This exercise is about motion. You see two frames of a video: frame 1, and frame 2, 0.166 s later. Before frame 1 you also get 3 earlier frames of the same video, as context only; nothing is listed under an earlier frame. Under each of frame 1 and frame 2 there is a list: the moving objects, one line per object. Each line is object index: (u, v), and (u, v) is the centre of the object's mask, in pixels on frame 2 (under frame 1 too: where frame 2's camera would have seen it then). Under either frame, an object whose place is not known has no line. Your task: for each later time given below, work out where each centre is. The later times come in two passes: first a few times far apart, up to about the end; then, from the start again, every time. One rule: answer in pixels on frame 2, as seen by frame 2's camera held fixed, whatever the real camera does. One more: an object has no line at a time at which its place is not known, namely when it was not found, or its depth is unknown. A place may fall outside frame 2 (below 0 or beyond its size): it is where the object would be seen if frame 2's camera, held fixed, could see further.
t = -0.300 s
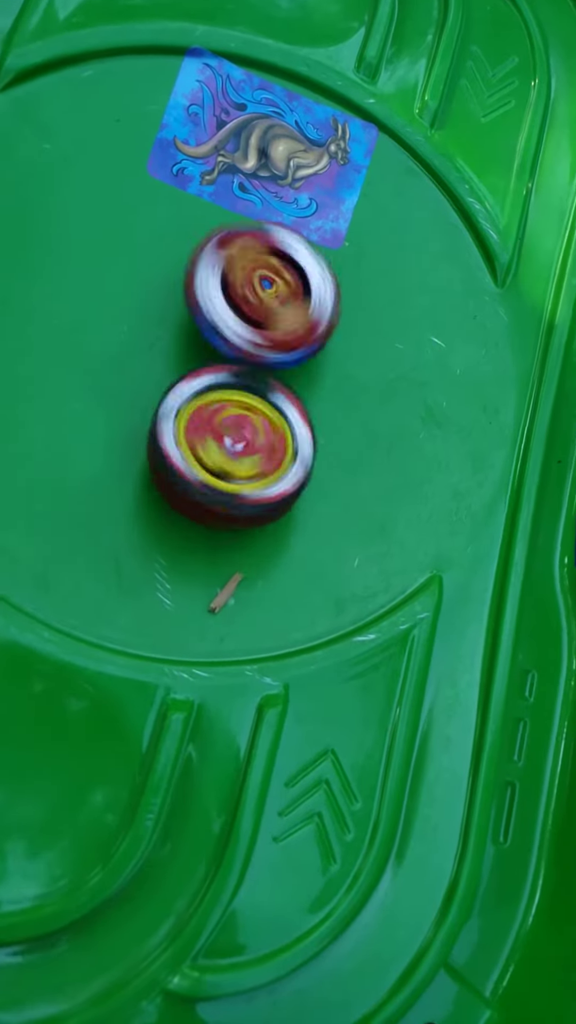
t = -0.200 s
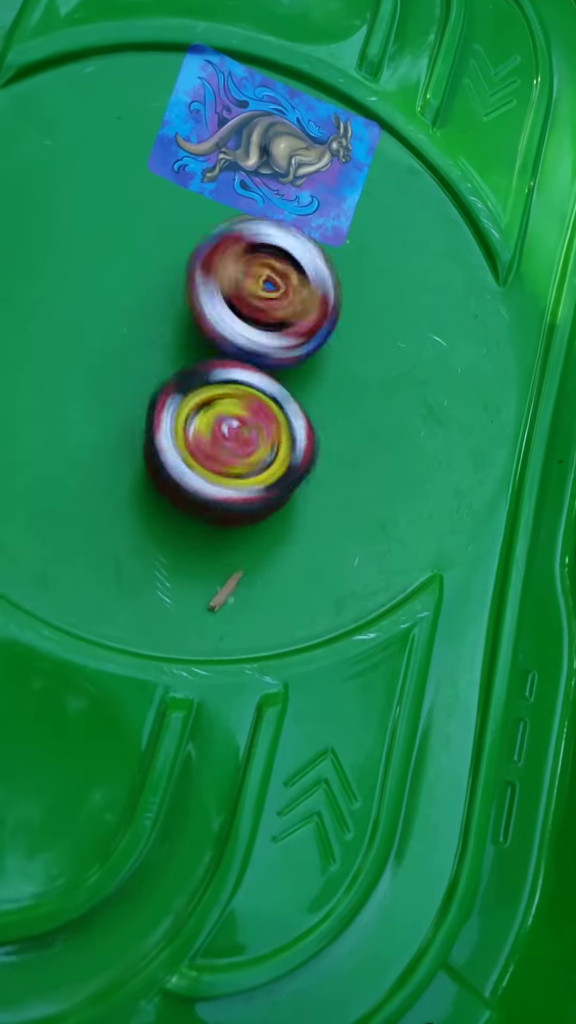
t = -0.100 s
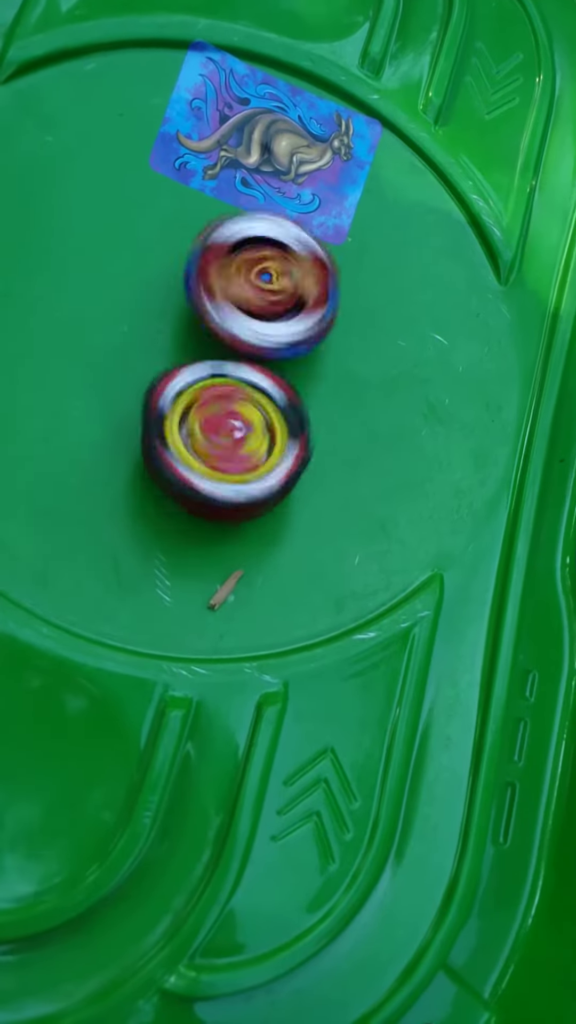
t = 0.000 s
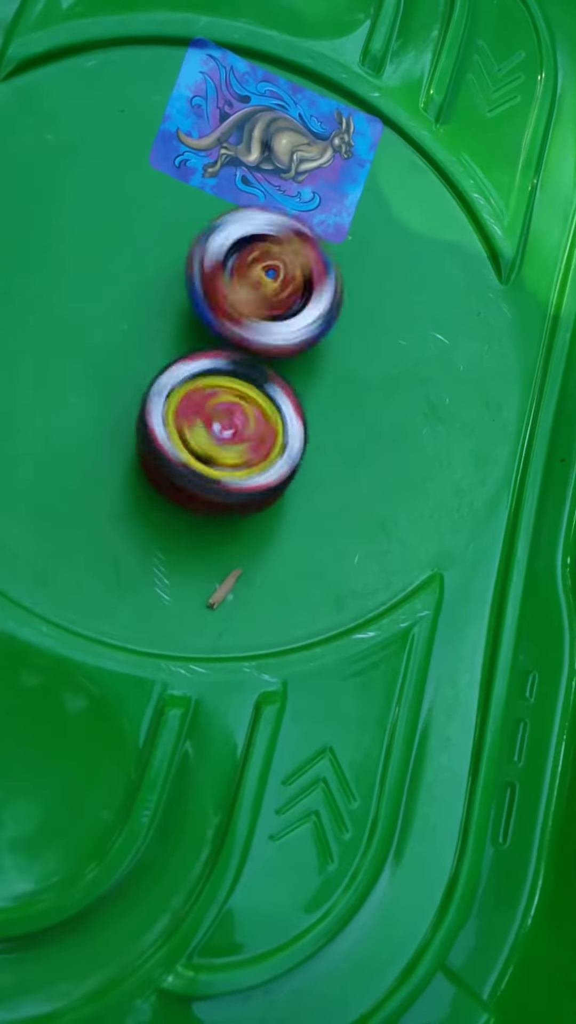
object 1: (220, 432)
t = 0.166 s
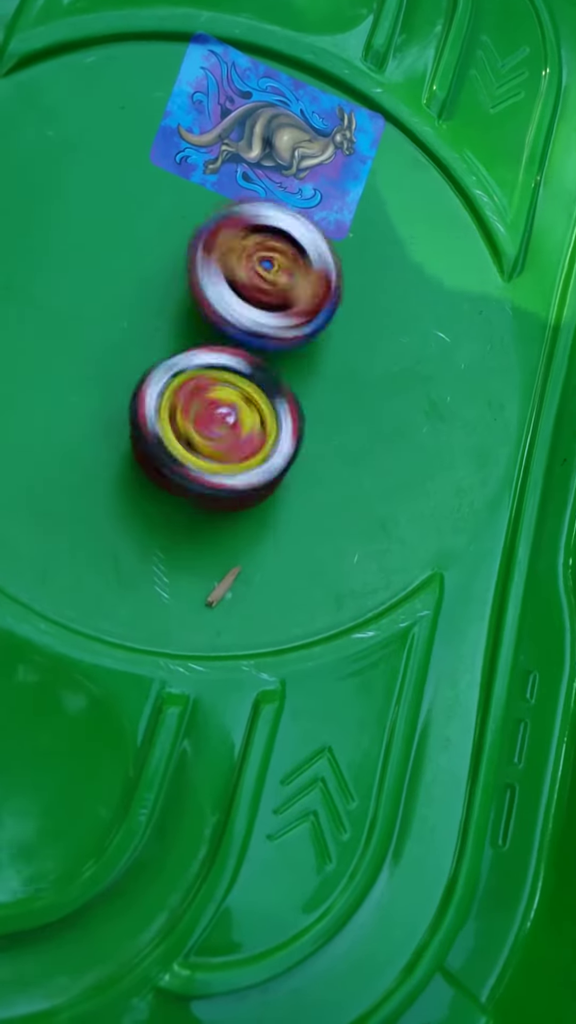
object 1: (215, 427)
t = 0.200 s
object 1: (213, 427)
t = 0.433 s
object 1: (207, 418)
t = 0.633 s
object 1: (203, 413)
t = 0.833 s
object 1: (195, 406)
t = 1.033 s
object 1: (192, 398)
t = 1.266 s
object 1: (184, 392)
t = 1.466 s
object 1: (174, 391)
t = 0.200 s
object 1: (213, 427)
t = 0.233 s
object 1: (211, 426)
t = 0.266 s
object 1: (210, 424)
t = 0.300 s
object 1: (211, 423)
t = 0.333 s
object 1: (211, 423)
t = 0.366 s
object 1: (209, 421)
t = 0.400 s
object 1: (206, 420)
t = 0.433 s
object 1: (207, 418)
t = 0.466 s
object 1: (207, 417)
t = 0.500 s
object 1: (205, 417)
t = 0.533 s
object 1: (203, 416)
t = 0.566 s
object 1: (203, 414)
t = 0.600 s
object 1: (203, 413)
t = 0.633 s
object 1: (203, 413)
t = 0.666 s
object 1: (201, 412)
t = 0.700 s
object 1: (199, 410)
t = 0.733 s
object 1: (199, 408)
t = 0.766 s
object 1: (199, 408)
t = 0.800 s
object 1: (197, 407)
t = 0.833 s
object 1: (195, 406)
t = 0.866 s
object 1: (195, 404)
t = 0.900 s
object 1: (196, 404)
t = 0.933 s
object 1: (195, 404)
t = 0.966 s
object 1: (193, 402)
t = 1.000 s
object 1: (191, 400)
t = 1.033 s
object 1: (192, 398)
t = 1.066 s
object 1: (192, 398)
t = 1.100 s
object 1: (190, 398)
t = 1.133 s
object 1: (188, 396)
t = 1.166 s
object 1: (187, 394)
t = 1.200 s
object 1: (189, 393)
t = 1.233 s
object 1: (187, 393)
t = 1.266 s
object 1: (184, 392)
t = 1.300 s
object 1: (181, 391)
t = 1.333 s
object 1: (181, 391)
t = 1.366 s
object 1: (180, 392)
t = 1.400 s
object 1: (178, 393)
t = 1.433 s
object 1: (174, 392)
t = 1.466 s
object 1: (174, 391)
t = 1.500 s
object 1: (174, 392)
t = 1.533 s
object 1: (172, 393)
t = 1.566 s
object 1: (170, 392)
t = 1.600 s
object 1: (168, 391)
